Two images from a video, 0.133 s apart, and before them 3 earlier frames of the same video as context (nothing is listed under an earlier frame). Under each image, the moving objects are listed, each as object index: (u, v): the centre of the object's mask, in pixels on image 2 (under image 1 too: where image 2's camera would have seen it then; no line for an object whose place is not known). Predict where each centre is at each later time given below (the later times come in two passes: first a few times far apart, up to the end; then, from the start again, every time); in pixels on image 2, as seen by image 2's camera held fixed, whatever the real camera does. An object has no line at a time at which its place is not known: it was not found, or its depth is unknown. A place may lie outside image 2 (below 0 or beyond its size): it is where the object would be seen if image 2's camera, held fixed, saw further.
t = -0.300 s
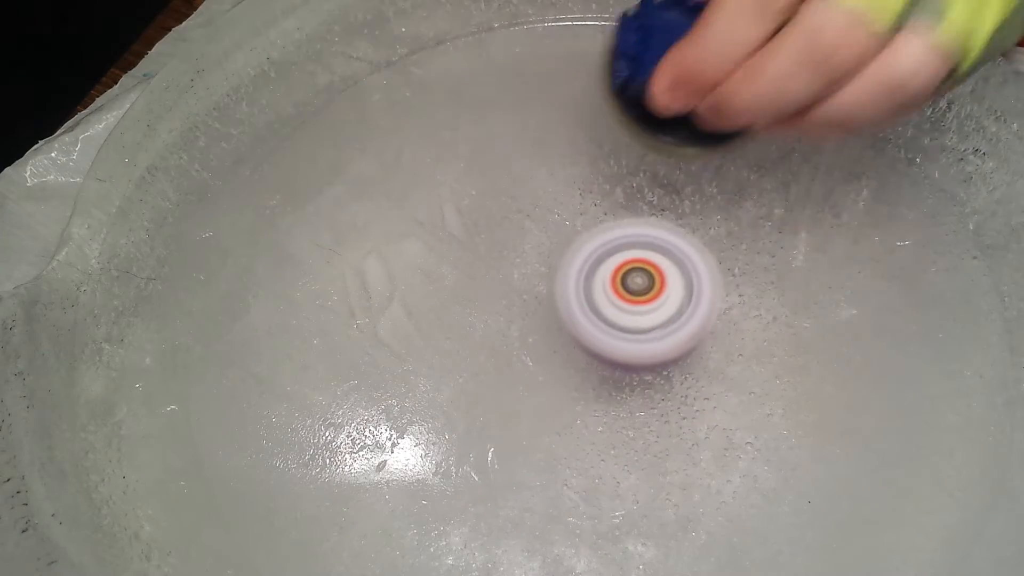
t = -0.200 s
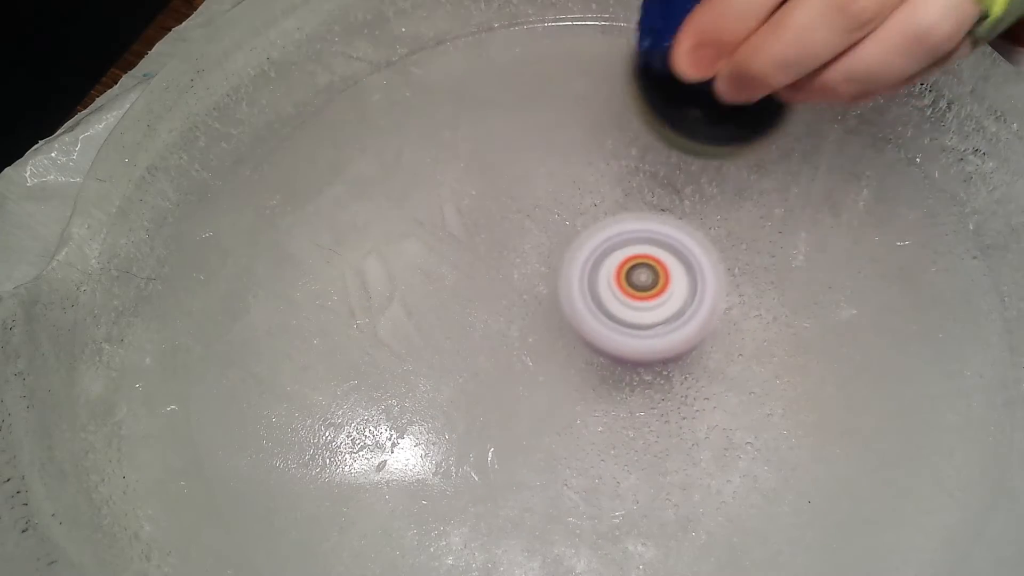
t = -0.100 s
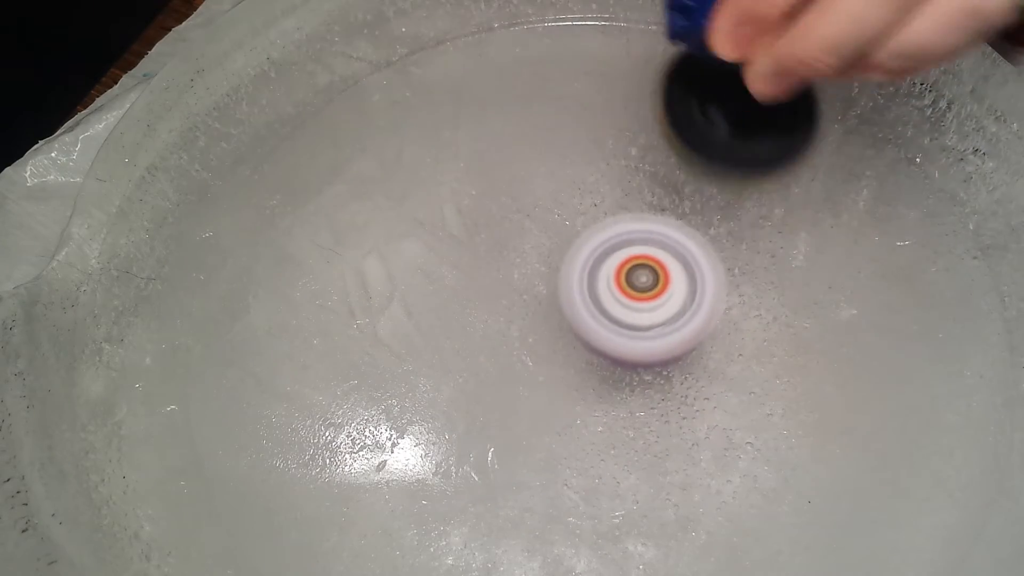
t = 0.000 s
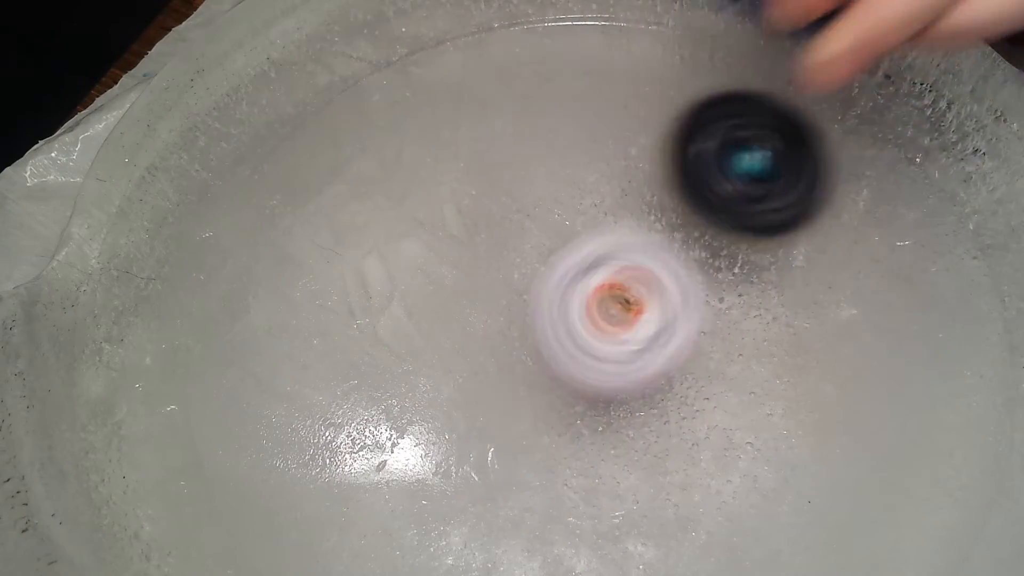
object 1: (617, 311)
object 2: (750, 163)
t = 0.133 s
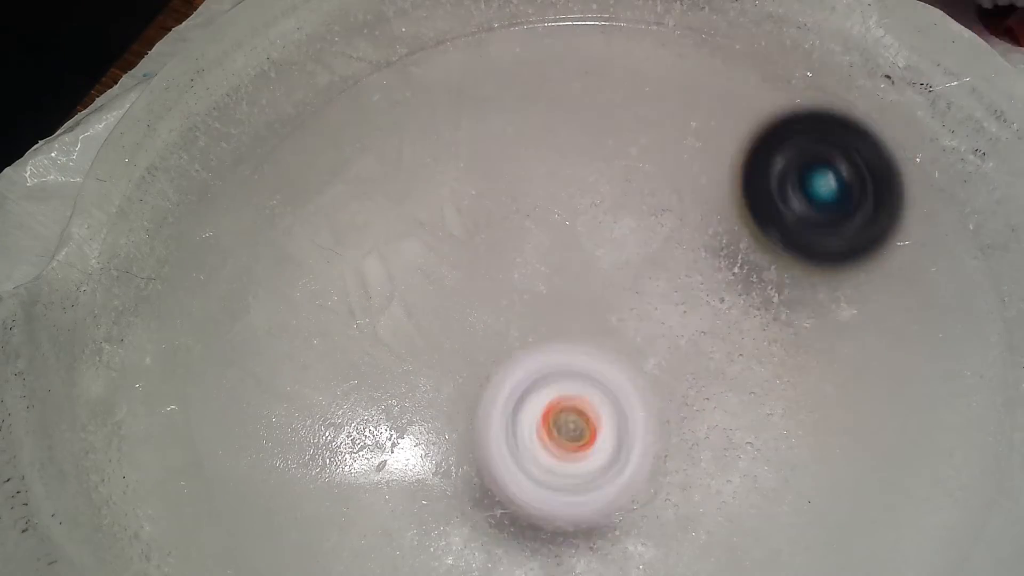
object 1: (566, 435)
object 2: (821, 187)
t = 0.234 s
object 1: (529, 475)
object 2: (802, 249)
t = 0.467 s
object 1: (384, 502)
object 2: (661, 363)
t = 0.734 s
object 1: (345, 442)
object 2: (676, 279)
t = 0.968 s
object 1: (655, 481)
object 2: (613, 265)
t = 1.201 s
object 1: (835, 379)
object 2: (659, 294)
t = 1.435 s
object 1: (834, 288)
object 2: (615, 311)
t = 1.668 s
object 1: (736, 230)
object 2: (541, 427)
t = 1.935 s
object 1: (632, 280)
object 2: (594, 466)
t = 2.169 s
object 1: (733, 305)
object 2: (586, 395)
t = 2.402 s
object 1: (777, 271)
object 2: (600, 384)
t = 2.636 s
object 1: (687, 233)
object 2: (527, 428)
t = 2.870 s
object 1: (666, 179)
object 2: (515, 440)
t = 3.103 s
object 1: (639, 203)
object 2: (577, 388)
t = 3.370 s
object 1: (693, 260)
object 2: (641, 406)
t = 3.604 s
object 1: (632, 229)
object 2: (611, 400)
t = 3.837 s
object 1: (676, 227)
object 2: (627, 357)
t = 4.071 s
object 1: (711, 252)
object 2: (591, 374)
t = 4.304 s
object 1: (749, 277)
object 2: (533, 474)
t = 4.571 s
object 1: (702, 328)
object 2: (572, 437)
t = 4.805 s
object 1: (746, 245)
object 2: (536, 438)
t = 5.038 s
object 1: (656, 264)
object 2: (565, 390)
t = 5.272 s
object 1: (608, 223)
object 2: (554, 428)
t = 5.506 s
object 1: (721, 239)
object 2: (539, 440)
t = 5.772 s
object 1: (733, 279)
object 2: (576, 393)
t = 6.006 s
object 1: (748, 277)
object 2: (540, 441)
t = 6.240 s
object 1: (766, 243)
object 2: (481, 442)
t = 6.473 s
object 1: (771, 214)
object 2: (491, 453)
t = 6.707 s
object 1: (631, 268)
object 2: (618, 430)
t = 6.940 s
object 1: (667, 250)
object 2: (643, 395)
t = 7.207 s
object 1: (754, 234)
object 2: (599, 370)
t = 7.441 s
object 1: (811, 179)
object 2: (449, 506)
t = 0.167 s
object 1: (553, 452)
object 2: (822, 204)
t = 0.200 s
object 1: (541, 466)
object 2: (815, 224)
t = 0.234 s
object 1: (529, 475)
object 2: (802, 249)
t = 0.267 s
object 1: (518, 480)
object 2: (780, 274)
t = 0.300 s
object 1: (508, 482)
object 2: (750, 304)
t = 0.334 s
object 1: (502, 479)
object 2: (713, 333)
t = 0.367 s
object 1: (498, 473)
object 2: (676, 358)
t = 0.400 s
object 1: (492, 469)
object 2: (644, 380)
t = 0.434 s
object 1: (442, 488)
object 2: (647, 374)
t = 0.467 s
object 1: (384, 502)
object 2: (661, 363)
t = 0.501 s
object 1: (336, 511)
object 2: (673, 352)
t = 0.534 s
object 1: (299, 511)
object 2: (681, 341)
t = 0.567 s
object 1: (271, 510)
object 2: (686, 330)
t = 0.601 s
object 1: (265, 506)
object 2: (689, 318)
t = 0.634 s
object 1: (274, 499)
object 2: (689, 307)
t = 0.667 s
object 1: (288, 488)
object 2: (688, 297)
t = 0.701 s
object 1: (316, 463)
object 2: (683, 287)
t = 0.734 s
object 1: (345, 442)
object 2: (676, 279)
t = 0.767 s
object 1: (383, 432)
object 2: (668, 273)
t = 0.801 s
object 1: (424, 436)
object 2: (657, 268)
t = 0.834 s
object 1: (469, 451)
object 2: (645, 265)
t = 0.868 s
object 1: (515, 469)
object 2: (633, 264)
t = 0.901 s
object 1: (561, 476)
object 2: (623, 265)
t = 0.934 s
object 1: (609, 482)
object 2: (616, 266)
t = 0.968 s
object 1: (655, 481)
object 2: (613, 265)
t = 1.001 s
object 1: (702, 477)
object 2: (612, 265)
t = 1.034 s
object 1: (741, 471)
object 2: (613, 264)
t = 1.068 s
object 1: (775, 456)
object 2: (617, 265)
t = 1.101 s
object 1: (802, 440)
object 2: (625, 268)
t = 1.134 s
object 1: (821, 418)
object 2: (635, 275)
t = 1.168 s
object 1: (831, 398)
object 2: (647, 283)
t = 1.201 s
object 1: (835, 379)
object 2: (659, 294)
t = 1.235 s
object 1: (842, 363)
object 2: (662, 299)
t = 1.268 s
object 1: (856, 353)
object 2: (652, 299)
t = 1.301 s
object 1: (863, 341)
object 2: (641, 298)
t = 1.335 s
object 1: (871, 322)
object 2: (631, 299)
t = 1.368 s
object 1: (866, 308)
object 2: (624, 302)
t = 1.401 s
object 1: (853, 295)
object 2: (618, 306)
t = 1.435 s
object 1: (834, 288)
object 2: (615, 311)
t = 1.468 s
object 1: (810, 280)
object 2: (615, 318)
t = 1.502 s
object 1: (783, 274)
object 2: (615, 326)
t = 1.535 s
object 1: (773, 262)
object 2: (587, 339)
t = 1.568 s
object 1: (770, 251)
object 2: (563, 353)
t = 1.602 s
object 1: (762, 242)
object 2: (547, 373)
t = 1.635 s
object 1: (750, 235)
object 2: (539, 398)
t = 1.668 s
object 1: (736, 230)
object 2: (541, 427)
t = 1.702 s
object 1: (720, 229)
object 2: (551, 452)
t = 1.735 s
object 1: (703, 231)
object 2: (556, 468)
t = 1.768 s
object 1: (683, 235)
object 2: (562, 481)
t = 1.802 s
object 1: (661, 244)
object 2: (568, 488)
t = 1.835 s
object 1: (643, 251)
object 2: (574, 490)
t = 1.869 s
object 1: (627, 261)
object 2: (581, 486)
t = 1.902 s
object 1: (624, 270)
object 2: (588, 478)
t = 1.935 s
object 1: (632, 280)
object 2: (594, 466)
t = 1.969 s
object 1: (646, 290)
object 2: (598, 451)
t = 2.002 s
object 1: (664, 299)
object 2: (596, 436)
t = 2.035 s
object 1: (681, 300)
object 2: (585, 427)
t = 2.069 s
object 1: (699, 302)
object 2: (581, 426)
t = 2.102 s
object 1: (714, 304)
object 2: (581, 417)
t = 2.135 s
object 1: (724, 305)
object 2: (581, 405)
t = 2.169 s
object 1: (733, 305)
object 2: (586, 395)
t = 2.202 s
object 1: (749, 301)
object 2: (592, 387)
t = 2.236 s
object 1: (760, 296)
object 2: (598, 379)
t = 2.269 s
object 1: (773, 289)
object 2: (602, 378)
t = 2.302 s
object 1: (782, 283)
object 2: (604, 380)
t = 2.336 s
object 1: (786, 277)
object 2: (601, 380)
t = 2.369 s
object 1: (785, 273)
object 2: (600, 382)
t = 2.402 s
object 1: (777, 271)
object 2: (600, 384)
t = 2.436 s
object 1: (766, 272)
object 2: (601, 386)
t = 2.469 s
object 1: (749, 274)
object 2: (601, 385)
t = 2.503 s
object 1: (729, 276)
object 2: (597, 387)
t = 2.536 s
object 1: (719, 264)
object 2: (579, 400)
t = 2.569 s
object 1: (713, 251)
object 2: (559, 412)
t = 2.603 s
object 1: (705, 244)
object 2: (543, 422)
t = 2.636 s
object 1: (687, 233)
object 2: (527, 428)
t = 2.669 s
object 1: (672, 227)
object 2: (512, 431)
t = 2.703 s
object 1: (657, 223)
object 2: (502, 434)
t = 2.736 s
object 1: (637, 223)
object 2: (495, 437)
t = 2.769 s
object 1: (621, 220)
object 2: (496, 439)
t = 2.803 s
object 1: (632, 199)
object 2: (503, 440)
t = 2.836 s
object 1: (651, 180)
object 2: (510, 440)
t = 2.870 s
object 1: (666, 179)
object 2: (515, 440)
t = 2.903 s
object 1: (673, 174)
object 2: (523, 437)
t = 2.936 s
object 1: (678, 172)
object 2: (534, 432)
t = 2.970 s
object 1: (675, 169)
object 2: (545, 424)
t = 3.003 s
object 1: (666, 173)
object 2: (556, 413)
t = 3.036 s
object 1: (659, 179)
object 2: (564, 402)
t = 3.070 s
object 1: (649, 191)
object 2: (571, 394)
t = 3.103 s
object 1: (639, 203)
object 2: (577, 388)
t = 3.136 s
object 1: (627, 224)
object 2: (587, 387)
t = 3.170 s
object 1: (637, 230)
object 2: (600, 385)
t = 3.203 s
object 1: (657, 240)
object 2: (613, 393)
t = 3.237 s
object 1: (673, 251)
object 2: (625, 404)
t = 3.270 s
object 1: (687, 256)
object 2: (632, 409)
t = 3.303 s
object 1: (692, 258)
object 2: (638, 409)
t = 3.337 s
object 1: (693, 262)
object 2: (641, 407)
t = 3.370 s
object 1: (693, 260)
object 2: (641, 406)
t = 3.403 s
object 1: (693, 247)
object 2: (631, 421)
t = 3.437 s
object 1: (691, 237)
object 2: (622, 432)
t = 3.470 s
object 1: (685, 231)
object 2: (614, 435)
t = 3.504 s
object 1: (675, 226)
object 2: (609, 434)
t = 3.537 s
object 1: (664, 224)
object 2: (604, 429)
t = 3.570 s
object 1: (650, 227)
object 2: (609, 414)
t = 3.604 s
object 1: (632, 229)
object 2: (611, 400)
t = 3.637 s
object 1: (620, 229)
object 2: (616, 386)
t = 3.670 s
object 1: (622, 223)
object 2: (622, 376)
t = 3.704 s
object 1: (628, 224)
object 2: (627, 368)
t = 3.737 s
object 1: (637, 221)
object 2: (626, 363)
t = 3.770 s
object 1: (649, 221)
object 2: (623, 360)
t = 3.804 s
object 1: (664, 224)
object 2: (624, 357)
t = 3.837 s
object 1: (676, 227)
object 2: (627, 357)
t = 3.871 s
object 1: (686, 230)
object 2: (623, 362)
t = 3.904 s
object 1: (694, 233)
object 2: (619, 366)
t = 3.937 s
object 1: (698, 239)
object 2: (620, 368)
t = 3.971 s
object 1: (700, 244)
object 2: (616, 371)
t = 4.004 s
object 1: (705, 246)
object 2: (609, 372)
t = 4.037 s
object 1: (706, 252)
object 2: (605, 372)
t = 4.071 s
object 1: (711, 252)
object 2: (591, 374)
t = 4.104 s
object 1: (733, 244)
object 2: (563, 387)
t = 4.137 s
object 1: (750, 238)
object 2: (543, 402)
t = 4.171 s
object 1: (761, 237)
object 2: (530, 423)
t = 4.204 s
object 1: (766, 239)
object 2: (523, 445)
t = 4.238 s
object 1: (765, 248)
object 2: (523, 462)
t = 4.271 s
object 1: (759, 260)
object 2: (526, 471)
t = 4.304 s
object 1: (749, 277)
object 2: (533, 474)
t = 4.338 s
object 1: (736, 297)
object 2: (545, 471)
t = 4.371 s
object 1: (719, 317)
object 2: (560, 462)
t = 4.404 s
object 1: (703, 336)
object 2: (575, 450)
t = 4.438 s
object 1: (706, 339)
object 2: (569, 453)
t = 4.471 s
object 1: (710, 335)
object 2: (563, 455)
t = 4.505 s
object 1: (710, 332)
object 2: (566, 452)
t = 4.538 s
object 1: (707, 329)
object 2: (571, 447)
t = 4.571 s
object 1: (702, 328)
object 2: (572, 437)
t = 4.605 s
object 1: (698, 324)
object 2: (569, 422)
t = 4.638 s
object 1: (708, 310)
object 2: (551, 417)
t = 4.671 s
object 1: (726, 294)
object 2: (535, 414)
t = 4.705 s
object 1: (736, 277)
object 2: (528, 415)
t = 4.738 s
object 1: (744, 263)
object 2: (527, 423)
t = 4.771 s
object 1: (747, 252)
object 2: (531, 432)
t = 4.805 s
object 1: (746, 245)
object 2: (536, 438)
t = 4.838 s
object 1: (742, 242)
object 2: (543, 439)
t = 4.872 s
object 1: (734, 241)
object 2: (550, 433)
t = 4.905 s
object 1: (724, 243)
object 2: (554, 424)
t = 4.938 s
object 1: (709, 247)
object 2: (557, 412)
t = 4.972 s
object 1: (693, 254)
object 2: (560, 399)
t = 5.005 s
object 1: (672, 262)
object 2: (567, 389)
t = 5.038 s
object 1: (656, 264)
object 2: (565, 390)
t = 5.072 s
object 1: (650, 253)
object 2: (559, 411)
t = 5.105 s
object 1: (643, 241)
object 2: (555, 427)
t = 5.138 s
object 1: (635, 233)
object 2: (552, 438)
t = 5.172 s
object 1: (628, 227)
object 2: (549, 444)
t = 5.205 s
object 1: (620, 221)
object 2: (549, 445)
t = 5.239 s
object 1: (613, 219)
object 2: (552, 439)
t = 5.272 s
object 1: (608, 223)
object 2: (554, 428)
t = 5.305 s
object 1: (607, 233)
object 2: (556, 414)
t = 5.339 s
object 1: (611, 243)
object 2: (559, 401)
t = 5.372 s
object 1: (621, 251)
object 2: (563, 388)
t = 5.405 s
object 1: (635, 260)
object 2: (570, 381)
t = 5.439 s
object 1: (656, 263)
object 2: (563, 395)
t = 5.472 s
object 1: (693, 248)
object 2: (549, 421)
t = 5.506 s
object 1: (721, 239)
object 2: (539, 440)
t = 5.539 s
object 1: (747, 232)
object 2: (532, 452)
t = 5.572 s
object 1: (765, 229)
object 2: (529, 459)
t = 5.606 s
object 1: (778, 228)
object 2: (530, 459)
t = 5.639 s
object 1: (782, 231)
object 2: (536, 454)
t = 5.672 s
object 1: (777, 236)
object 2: (545, 443)
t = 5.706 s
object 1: (766, 246)
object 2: (555, 427)
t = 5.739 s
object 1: (750, 260)
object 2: (565, 409)
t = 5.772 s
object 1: (733, 279)
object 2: (576, 393)
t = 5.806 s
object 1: (715, 294)
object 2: (583, 382)
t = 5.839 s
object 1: (725, 288)
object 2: (566, 396)
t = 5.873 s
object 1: (739, 282)
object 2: (555, 412)
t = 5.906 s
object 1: (747, 279)
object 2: (546, 428)
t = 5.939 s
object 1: (751, 275)
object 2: (541, 438)
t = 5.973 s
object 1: (751, 276)
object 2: (539, 442)
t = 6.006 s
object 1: (748, 277)
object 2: (540, 441)
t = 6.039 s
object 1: (740, 281)
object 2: (544, 435)
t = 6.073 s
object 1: (730, 286)
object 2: (551, 426)
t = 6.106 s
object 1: (716, 291)
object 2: (559, 412)
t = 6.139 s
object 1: (701, 296)
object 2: (567, 395)
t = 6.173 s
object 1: (713, 285)
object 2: (541, 397)
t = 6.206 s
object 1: (742, 264)
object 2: (506, 415)
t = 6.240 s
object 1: (766, 243)
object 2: (481, 442)
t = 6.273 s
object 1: (783, 229)
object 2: (462, 470)
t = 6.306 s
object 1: (795, 218)
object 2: (451, 489)
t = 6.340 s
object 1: (799, 211)
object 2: (447, 496)
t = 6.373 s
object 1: (797, 209)
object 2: (451, 496)
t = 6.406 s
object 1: (791, 208)
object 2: (461, 491)
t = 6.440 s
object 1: (783, 209)
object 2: (476, 475)
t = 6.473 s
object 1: (771, 214)
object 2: (491, 453)
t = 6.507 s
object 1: (756, 221)
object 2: (505, 432)
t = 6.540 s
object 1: (737, 228)
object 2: (517, 415)
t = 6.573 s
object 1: (714, 239)
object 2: (534, 409)
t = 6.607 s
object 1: (691, 251)
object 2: (560, 406)
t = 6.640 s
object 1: (664, 265)
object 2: (587, 405)
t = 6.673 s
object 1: (646, 271)
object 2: (605, 411)
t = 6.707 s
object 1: (631, 268)
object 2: (618, 430)
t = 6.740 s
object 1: (619, 262)
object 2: (624, 440)
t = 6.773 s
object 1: (613, 256)
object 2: (629, 441)
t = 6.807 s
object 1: (614, 253)
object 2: (636, 435)
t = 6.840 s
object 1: (621, 252)
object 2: (641, 427)
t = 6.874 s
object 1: (632, 253)
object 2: (645, 414)
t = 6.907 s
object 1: (648, 254)
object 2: (647, 398)
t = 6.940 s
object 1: (667, 250)
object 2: (643, 395)
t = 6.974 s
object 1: (688, 234)
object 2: (639, 398)
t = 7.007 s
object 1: (705, 224)
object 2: (637, 396)
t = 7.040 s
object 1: (717, 220)
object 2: (638, 391)
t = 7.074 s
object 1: (727, 220)
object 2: (638, 382)
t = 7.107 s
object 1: (732, 225)
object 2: (638, 374)
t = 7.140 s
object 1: (735, 234)
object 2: (639, 364)
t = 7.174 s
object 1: (736, 246)
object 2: (633, 356)
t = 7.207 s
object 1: (754, 234)
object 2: (599, 370)
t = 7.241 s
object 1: (781, 210)
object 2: (560, 400)
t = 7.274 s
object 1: (802, 192)
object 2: (528, 432)
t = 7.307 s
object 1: (816, 178)
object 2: (502, 457)
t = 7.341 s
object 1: (823, 171)
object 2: (479, 479)
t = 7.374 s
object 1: (823, 171)
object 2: (464, 493)
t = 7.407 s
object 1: (820, 174)
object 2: (455, 502)
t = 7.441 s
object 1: (811, 179)
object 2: (449, 506)
